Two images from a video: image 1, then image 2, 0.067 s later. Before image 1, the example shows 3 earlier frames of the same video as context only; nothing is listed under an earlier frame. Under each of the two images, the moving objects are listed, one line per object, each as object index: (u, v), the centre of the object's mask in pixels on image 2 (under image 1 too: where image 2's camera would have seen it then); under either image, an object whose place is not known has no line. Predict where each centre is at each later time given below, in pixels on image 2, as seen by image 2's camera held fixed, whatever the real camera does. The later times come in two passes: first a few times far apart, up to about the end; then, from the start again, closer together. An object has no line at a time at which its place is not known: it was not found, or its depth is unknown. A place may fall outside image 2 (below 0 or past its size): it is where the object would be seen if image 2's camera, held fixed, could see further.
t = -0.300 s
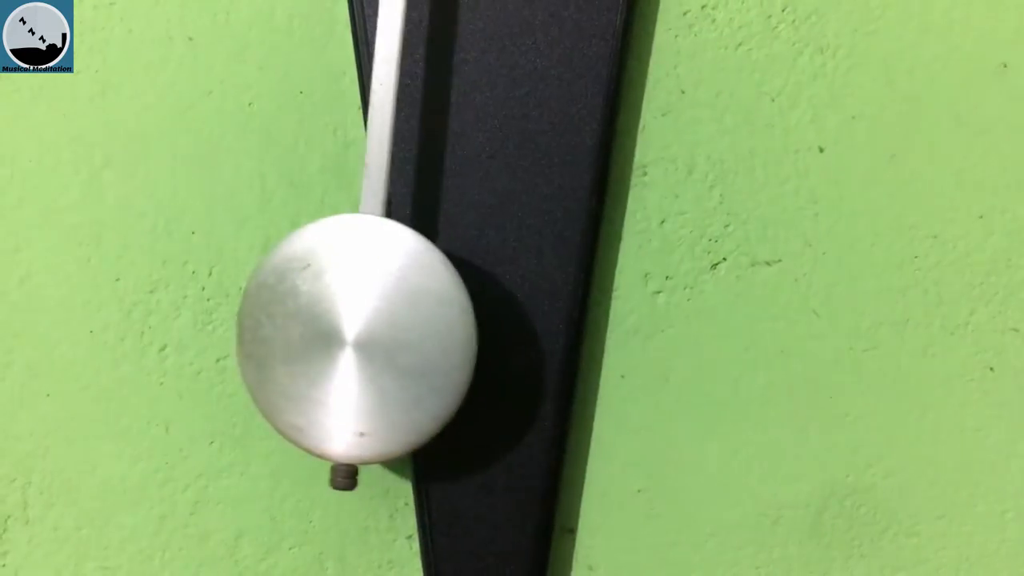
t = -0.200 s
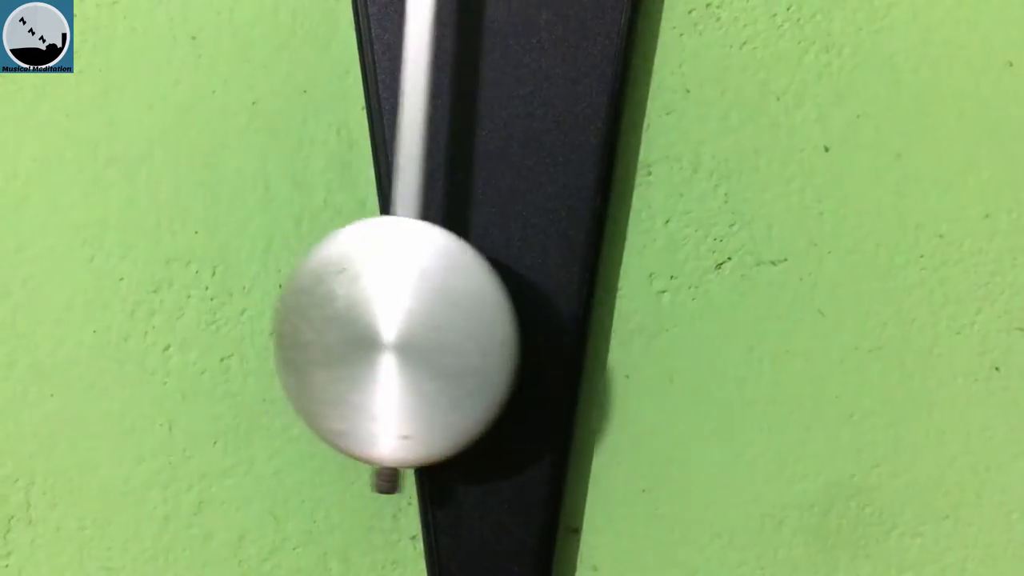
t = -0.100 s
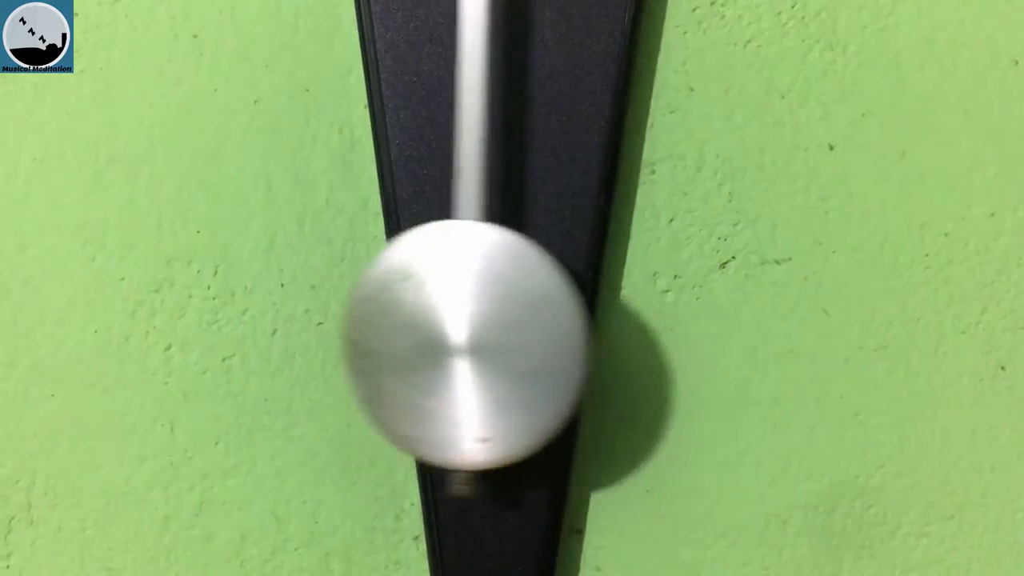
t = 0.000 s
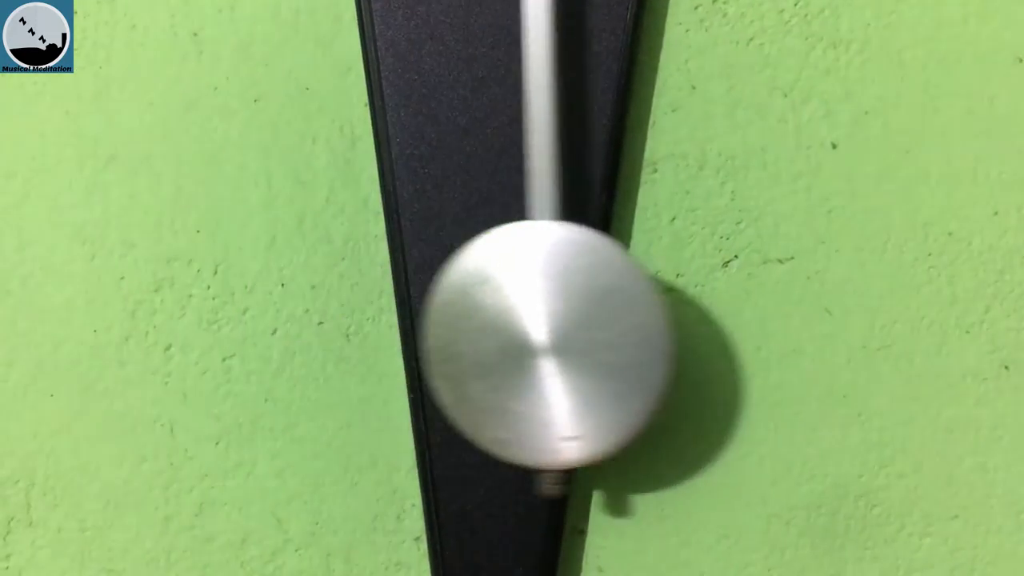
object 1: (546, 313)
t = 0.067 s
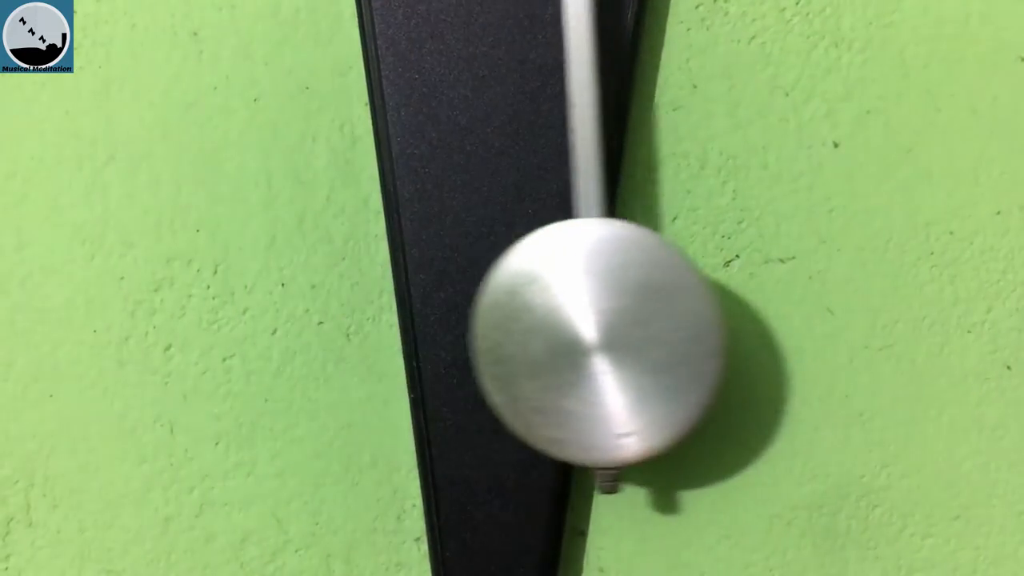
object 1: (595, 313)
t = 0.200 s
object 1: (659, 314)
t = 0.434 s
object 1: (602, 316)
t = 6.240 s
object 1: (624, 316)
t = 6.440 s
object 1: (506, 316)
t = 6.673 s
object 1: (393, 319)
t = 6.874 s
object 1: (440, 318)
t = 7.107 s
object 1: (586, 317)
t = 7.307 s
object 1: (647, 318)
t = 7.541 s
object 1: (553, 320)
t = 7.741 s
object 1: (427, 321)
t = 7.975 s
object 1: (403, 321)
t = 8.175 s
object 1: (514, 320)
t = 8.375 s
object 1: (628, 320)
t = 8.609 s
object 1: (615, 321)
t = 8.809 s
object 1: (495, 320)
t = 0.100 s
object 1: (616, 314)
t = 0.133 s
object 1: (634, 314)
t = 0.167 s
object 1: (649, 313)
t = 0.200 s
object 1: (659, 314)
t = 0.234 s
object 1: (665, 315)
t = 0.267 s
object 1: (666, 315)
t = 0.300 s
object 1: (662, 315)
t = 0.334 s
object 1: (653, 315)
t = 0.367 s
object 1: (640, 316)
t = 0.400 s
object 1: (623, 316)
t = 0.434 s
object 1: (602, 316)
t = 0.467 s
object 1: (580, 316)
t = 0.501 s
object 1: (555, 317)
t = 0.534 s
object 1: (529, 316)
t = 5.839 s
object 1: (523, 318)
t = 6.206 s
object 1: (636, 316)
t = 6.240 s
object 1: (624, 316)
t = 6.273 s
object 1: (609, 316)
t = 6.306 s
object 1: (591, 317)
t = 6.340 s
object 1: (571, 315)
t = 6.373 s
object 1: (549, 317)
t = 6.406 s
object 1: (527, 317)
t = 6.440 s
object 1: (506, 316)
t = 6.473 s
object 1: (484, 316)
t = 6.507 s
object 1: (463, 315)
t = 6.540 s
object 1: (443, 316)
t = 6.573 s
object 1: (425, 317)
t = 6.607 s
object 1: (411, 317)
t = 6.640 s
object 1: (400, 318)
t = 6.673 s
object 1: (393, 319)
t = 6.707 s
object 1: (391, 319)
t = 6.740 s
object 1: (393, 320)
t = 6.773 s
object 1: (399, 320)
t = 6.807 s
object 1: (409, 320)
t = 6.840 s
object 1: (423, 319)
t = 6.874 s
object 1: (440, 318)
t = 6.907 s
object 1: (459, 318)
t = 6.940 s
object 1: (481, 315)
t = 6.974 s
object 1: (502, 317)
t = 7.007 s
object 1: (523, 316)
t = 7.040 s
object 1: (545, 317)
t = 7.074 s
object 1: (566, 317)
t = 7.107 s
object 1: (586, 317)
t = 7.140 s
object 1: (604, 317)
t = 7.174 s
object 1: (620, 317)
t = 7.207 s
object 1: (632, 317)
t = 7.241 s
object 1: (641, 317)
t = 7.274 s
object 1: (646, 318)
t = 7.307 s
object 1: (647, 318)
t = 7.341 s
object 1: (643, 318)
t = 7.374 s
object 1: (636, 318)
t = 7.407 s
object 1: (626, 319)
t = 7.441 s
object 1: (611, 319)
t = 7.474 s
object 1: (594, 319)
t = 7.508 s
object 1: (574, 320)
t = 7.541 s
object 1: (553, 320)
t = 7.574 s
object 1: (531, 320)
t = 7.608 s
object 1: (509, 319)
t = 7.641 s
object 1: (487, 319)
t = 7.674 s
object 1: (466, 321)
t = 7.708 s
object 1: (445, 321)
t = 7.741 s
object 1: (427, 321)
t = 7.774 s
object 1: (411, 321)
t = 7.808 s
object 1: (400, 321)
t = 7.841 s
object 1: (392, 321)
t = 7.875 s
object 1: (389, 321)
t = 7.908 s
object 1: (389, 321)
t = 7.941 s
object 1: (394, 321)
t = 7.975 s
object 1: (403, 321)
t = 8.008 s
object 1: (415, 321)
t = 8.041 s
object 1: (431, 321)
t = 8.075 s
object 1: (450, 321)
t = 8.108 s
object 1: (470, 321)
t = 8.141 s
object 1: (492, 321)
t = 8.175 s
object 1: (514, 320)
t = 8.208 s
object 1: (536, 320)
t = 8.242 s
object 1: (558, 320)
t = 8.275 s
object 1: (579, 321)
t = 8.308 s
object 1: (598, 320)
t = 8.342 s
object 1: (614, 320)
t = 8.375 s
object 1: (628, 320)
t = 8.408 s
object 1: (638, 321)
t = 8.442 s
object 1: (645, 321)
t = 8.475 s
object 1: (647, 321)
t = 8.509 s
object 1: (645, 321)
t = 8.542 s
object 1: (639, 321)
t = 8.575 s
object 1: (629, 321)
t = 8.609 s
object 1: (615, 321)
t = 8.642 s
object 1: (599, 321)
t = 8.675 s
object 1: (580, 321)
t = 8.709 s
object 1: (559, 321)
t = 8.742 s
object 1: (538, 321)
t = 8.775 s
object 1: (517, 321)
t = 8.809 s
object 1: (495, 320)
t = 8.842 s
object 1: (474, 320)
